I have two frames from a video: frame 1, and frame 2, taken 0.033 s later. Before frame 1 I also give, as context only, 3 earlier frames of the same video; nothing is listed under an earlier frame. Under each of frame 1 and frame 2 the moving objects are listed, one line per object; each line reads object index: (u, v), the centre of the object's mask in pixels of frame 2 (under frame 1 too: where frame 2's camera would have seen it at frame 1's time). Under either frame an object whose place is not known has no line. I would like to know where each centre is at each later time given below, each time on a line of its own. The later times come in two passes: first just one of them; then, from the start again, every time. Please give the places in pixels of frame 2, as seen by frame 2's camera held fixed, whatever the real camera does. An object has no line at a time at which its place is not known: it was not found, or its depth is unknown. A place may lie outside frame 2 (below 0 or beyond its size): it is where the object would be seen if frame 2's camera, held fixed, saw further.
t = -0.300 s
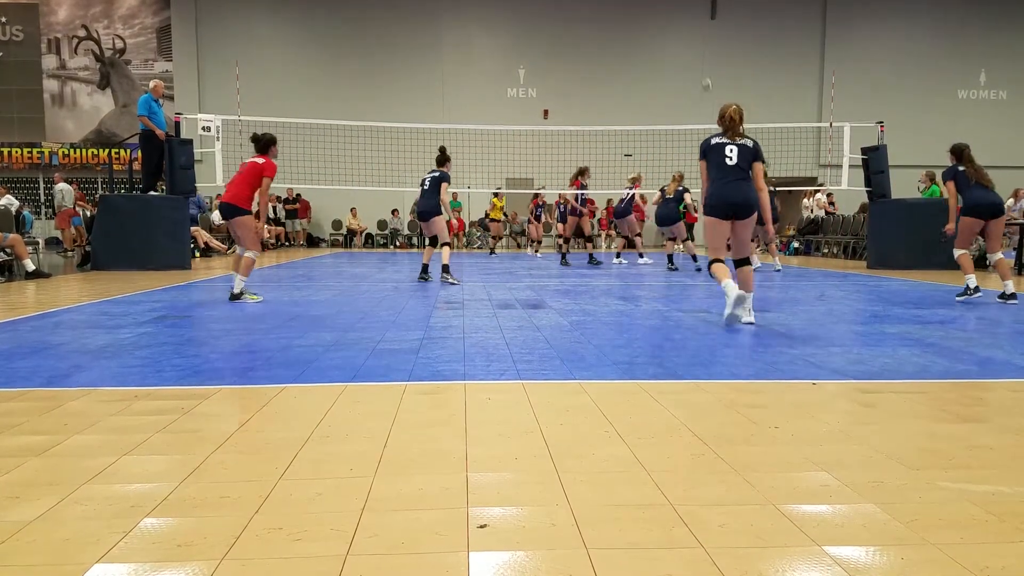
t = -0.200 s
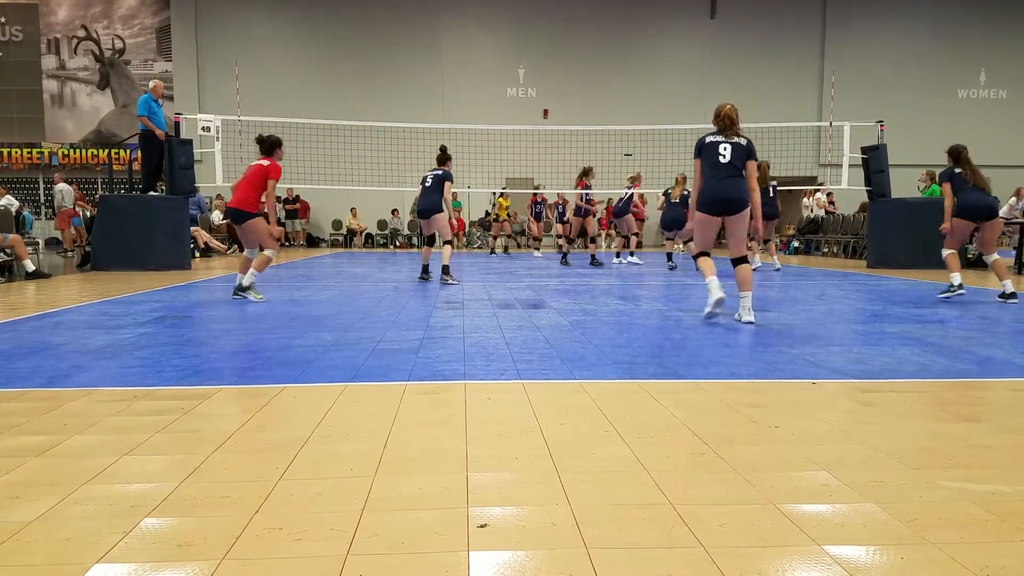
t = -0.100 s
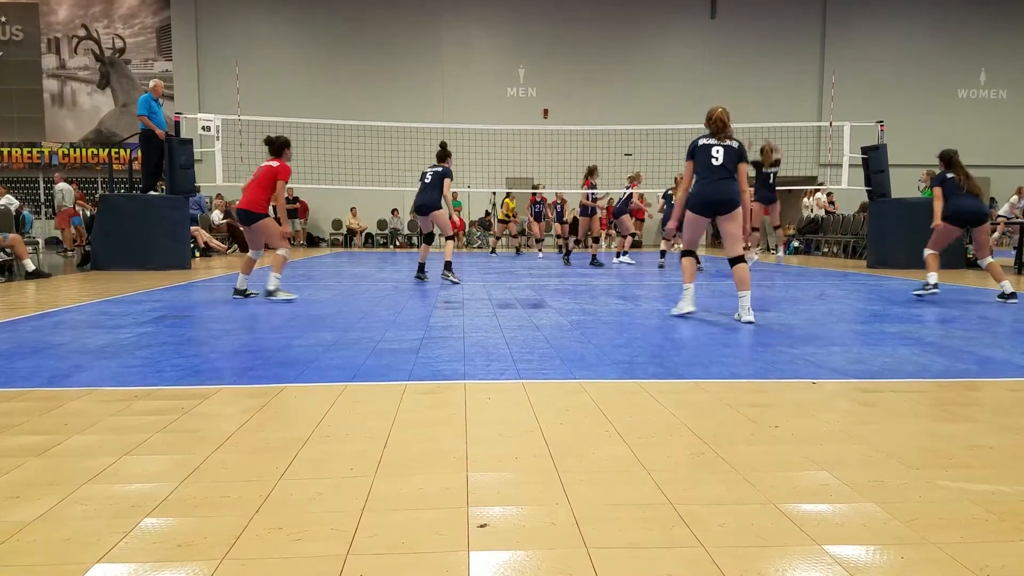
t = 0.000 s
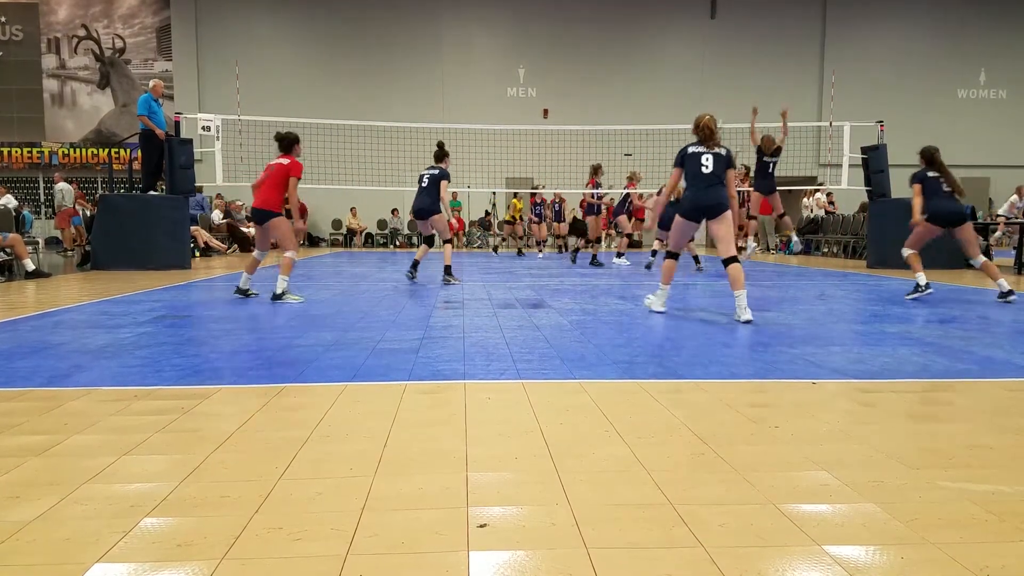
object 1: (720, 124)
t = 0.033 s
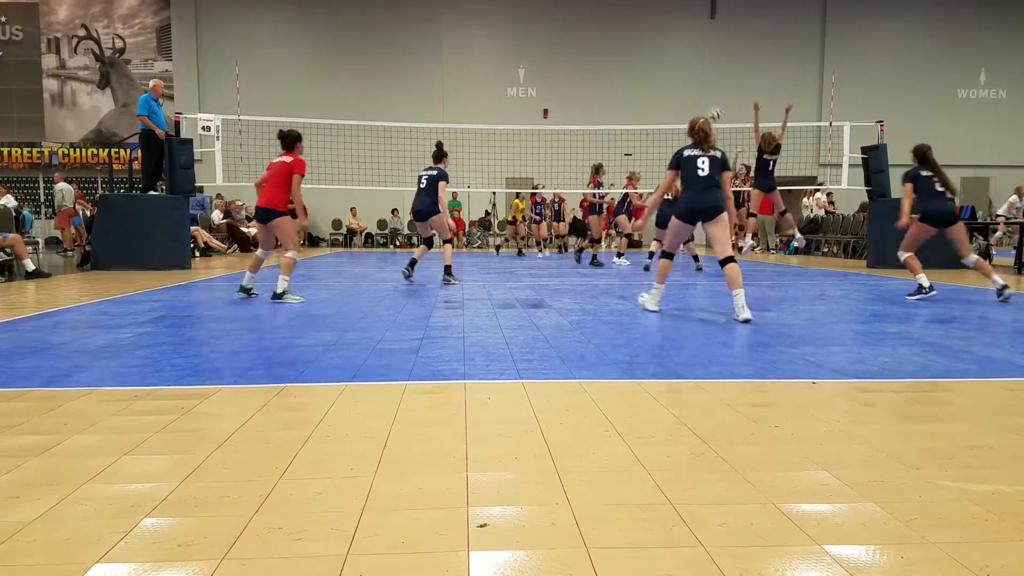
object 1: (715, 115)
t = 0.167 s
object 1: (702, 79)
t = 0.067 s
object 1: (712, 105)
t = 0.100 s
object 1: (708, 95)
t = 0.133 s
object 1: (704, 86)
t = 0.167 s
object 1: (702, 79)
